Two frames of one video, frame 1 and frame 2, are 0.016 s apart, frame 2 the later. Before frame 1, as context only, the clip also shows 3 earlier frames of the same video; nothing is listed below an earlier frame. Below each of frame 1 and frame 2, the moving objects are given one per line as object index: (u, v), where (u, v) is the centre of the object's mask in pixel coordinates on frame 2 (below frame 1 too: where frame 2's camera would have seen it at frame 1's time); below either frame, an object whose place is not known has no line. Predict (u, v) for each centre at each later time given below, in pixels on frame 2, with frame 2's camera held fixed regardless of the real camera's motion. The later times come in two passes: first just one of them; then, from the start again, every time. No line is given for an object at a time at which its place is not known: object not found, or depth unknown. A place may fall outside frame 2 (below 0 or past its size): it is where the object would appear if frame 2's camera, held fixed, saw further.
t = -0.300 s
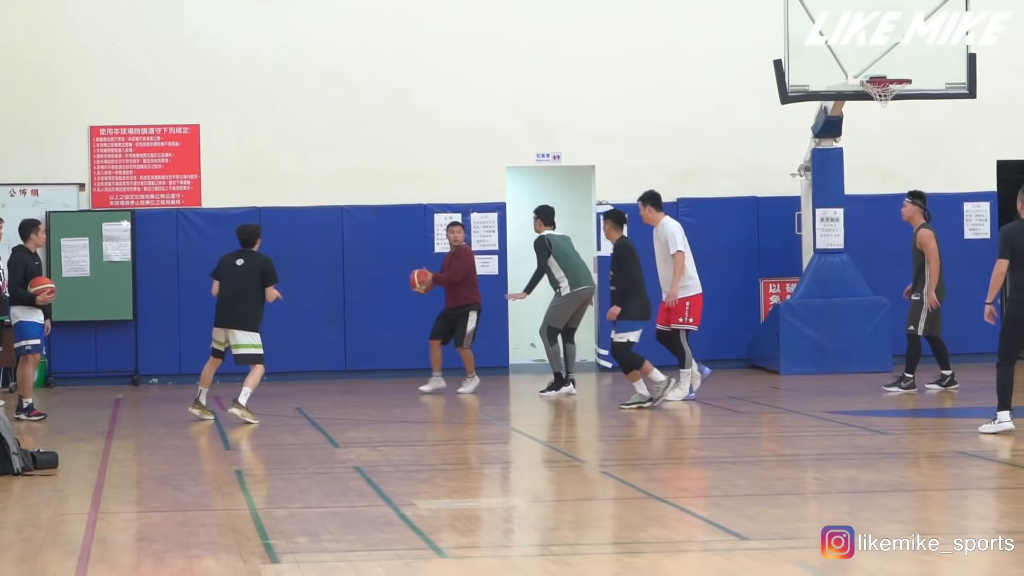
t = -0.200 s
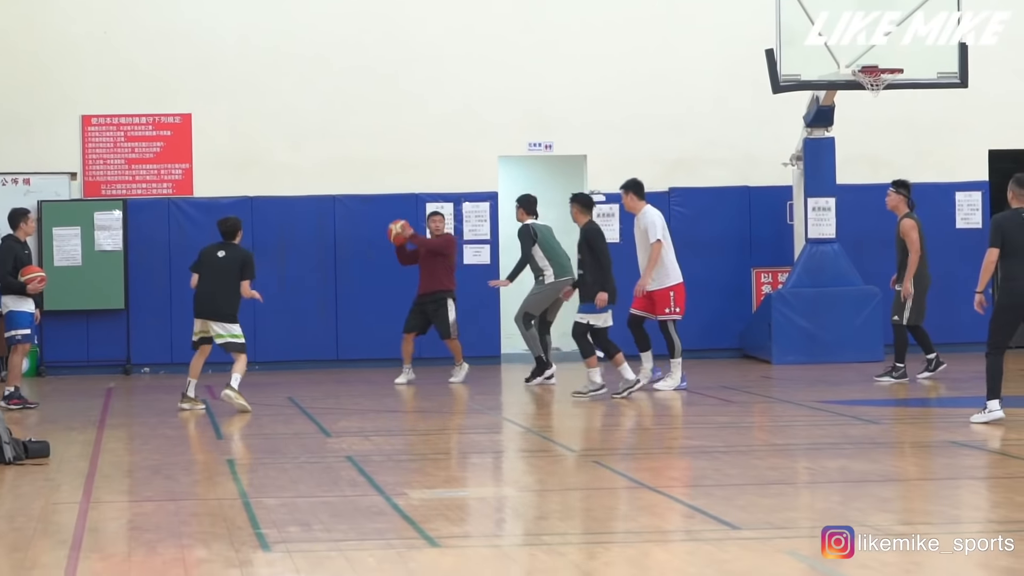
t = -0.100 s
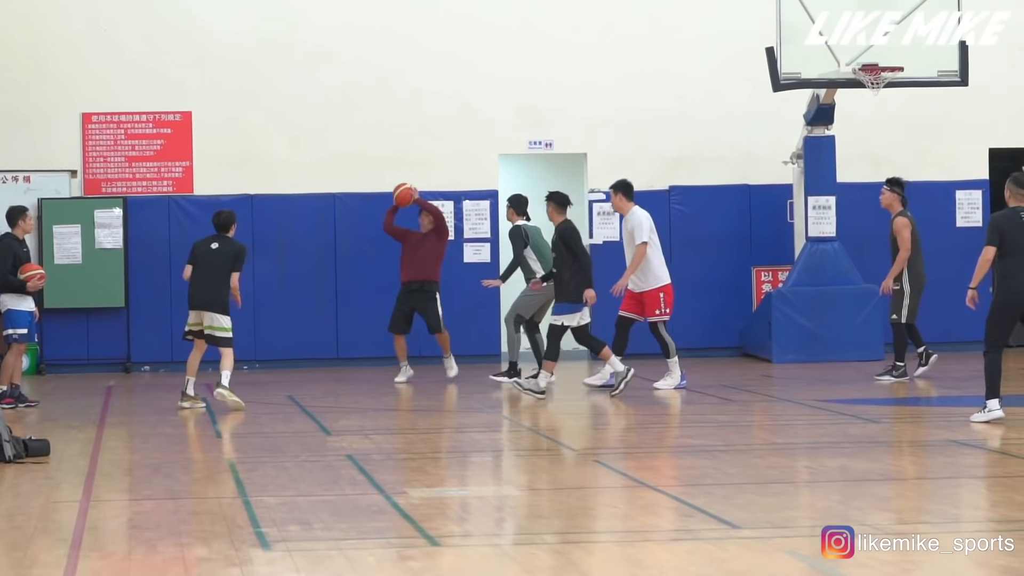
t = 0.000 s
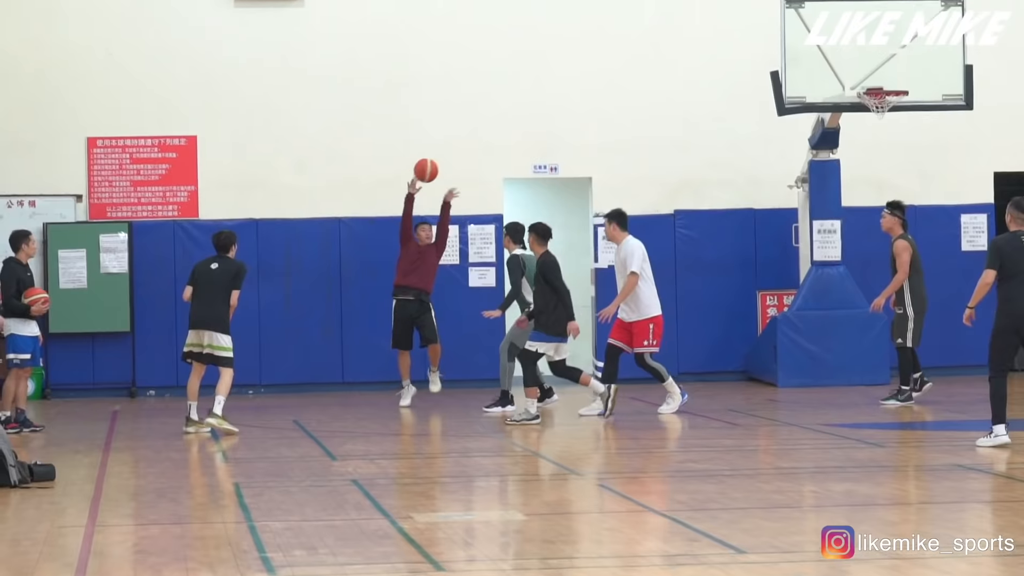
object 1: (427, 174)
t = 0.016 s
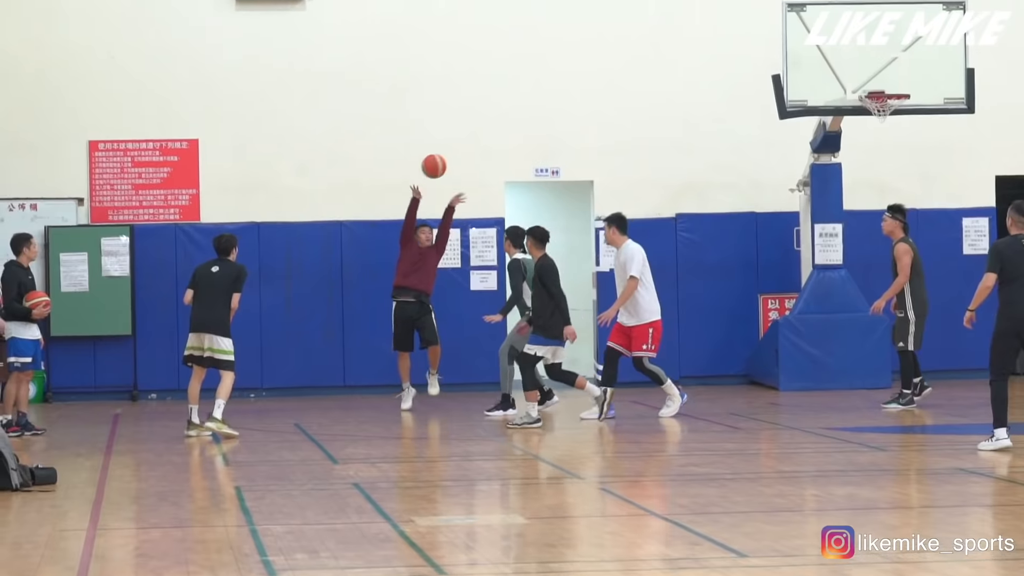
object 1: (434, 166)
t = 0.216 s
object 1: (518, 93)
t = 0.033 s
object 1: (440, 159)
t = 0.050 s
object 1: (447, 151)
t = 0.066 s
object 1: (454, 144)
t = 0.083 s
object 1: (461, 138)
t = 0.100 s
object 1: (468, 131)
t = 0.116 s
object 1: (475, 125)
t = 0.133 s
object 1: (483, 119)
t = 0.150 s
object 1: (489, 113)
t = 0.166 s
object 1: (496, 108)
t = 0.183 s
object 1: (503, 103)
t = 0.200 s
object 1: (510, 98)
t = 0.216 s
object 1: (518, 93)
